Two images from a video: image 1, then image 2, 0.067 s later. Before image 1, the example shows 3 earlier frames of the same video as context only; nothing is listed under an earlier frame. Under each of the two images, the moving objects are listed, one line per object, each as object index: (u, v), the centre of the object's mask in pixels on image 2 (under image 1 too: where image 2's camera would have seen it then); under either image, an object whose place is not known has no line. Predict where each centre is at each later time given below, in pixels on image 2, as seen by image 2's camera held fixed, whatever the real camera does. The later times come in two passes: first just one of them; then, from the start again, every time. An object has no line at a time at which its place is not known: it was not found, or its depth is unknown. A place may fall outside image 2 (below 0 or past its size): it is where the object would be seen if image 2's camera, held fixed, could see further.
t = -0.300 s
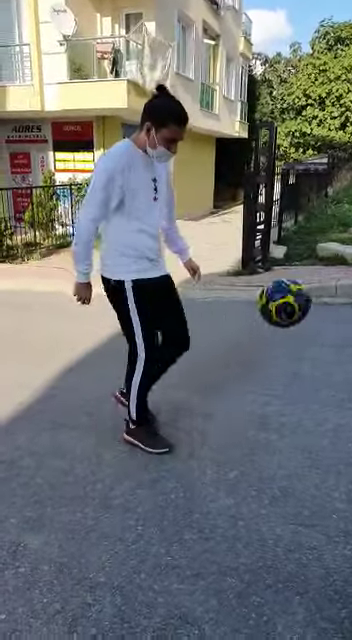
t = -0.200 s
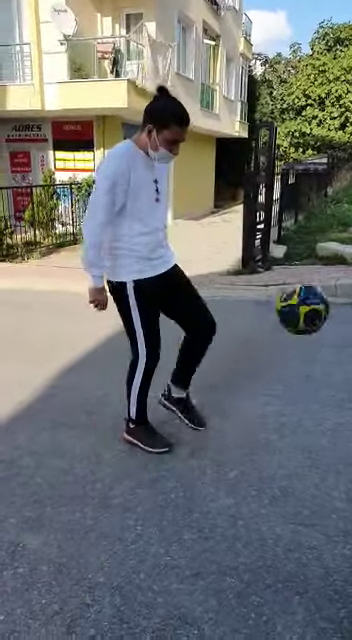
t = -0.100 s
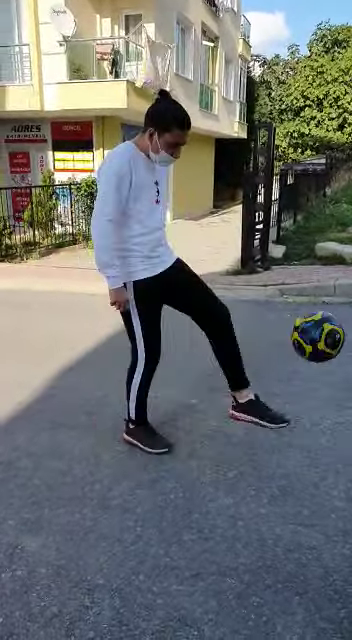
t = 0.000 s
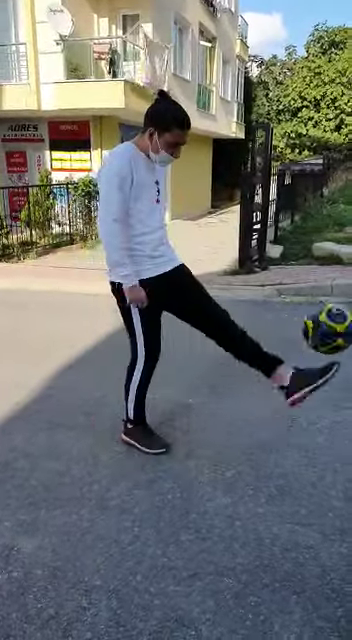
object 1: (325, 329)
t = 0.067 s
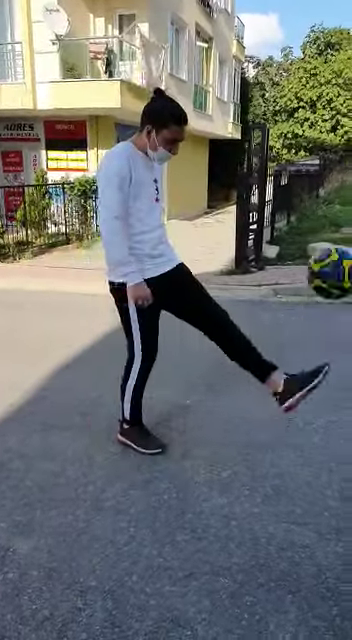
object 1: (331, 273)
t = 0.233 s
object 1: (350, 173)
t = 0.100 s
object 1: (333, 248)
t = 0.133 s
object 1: (337, 226)
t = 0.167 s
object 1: (341, 205)
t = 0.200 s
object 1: (345, 187)
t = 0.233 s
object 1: (350, 173)
